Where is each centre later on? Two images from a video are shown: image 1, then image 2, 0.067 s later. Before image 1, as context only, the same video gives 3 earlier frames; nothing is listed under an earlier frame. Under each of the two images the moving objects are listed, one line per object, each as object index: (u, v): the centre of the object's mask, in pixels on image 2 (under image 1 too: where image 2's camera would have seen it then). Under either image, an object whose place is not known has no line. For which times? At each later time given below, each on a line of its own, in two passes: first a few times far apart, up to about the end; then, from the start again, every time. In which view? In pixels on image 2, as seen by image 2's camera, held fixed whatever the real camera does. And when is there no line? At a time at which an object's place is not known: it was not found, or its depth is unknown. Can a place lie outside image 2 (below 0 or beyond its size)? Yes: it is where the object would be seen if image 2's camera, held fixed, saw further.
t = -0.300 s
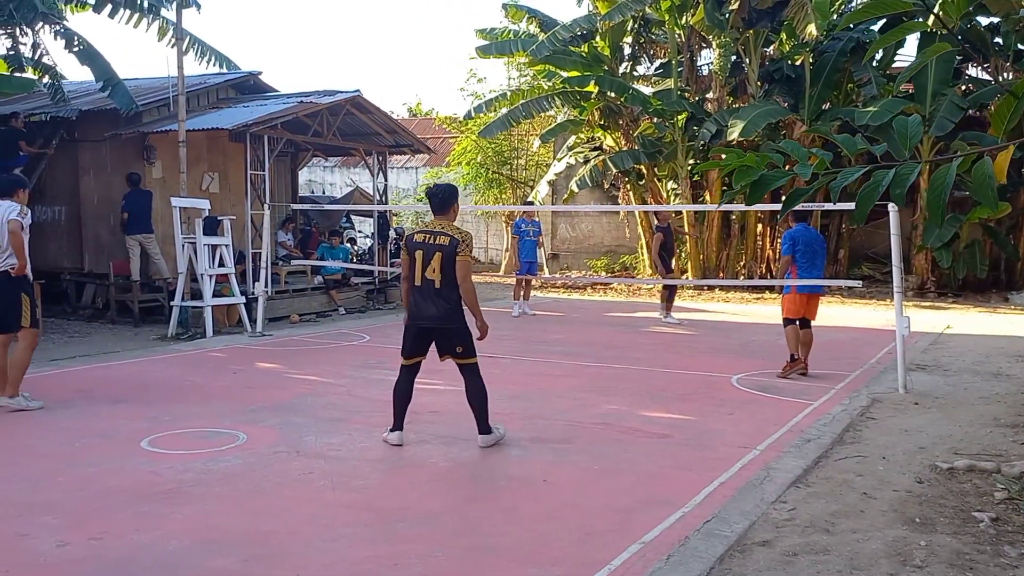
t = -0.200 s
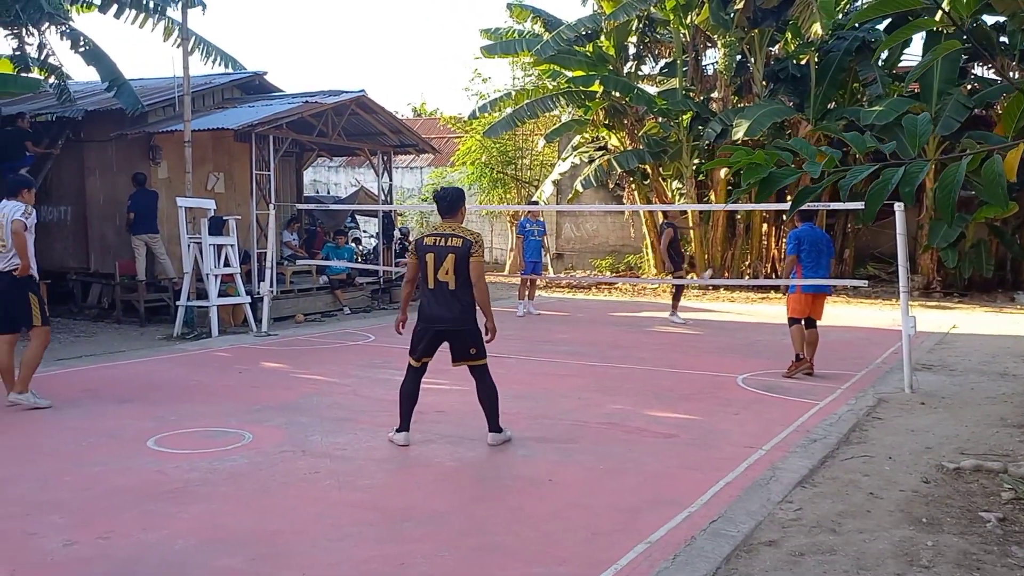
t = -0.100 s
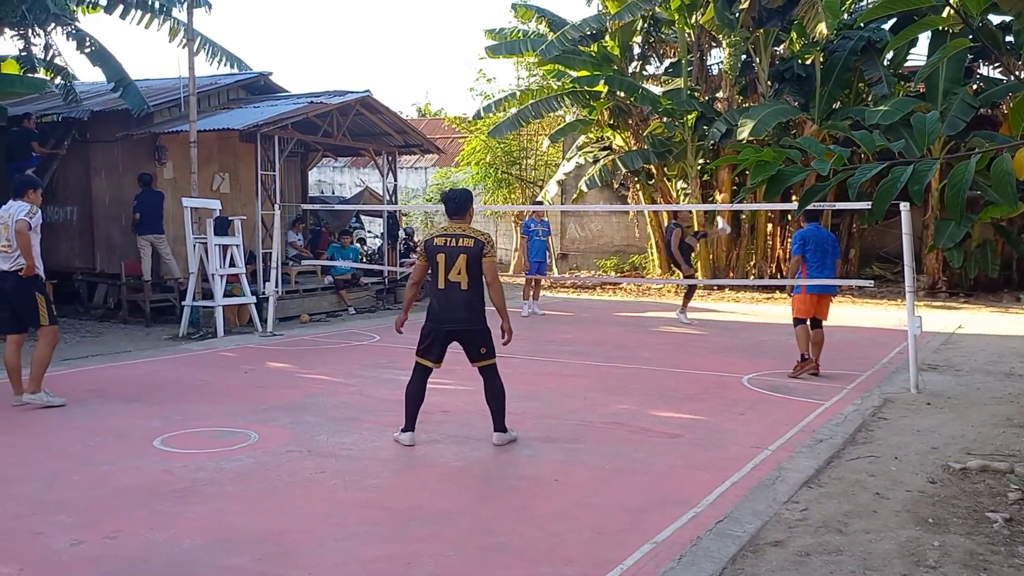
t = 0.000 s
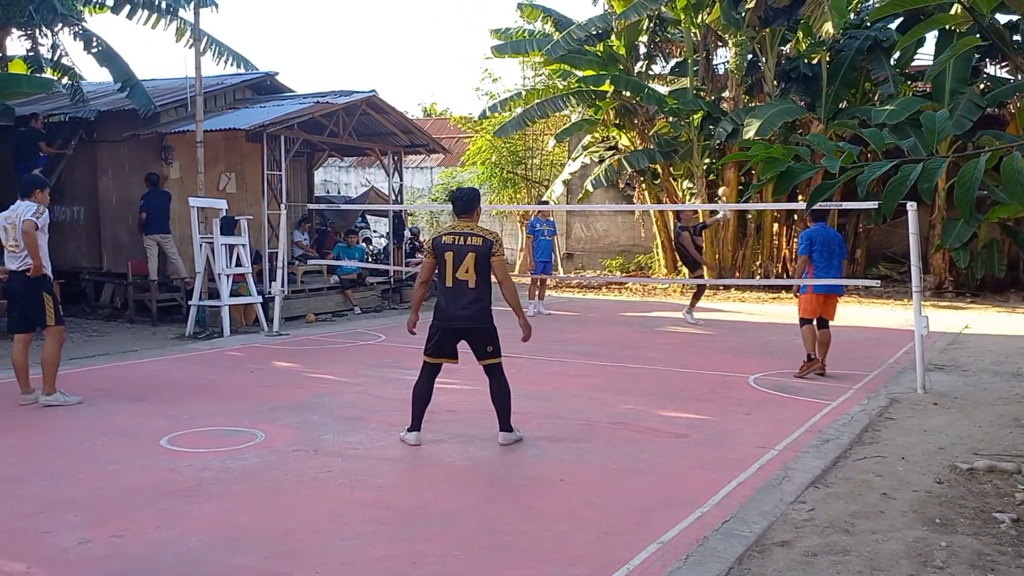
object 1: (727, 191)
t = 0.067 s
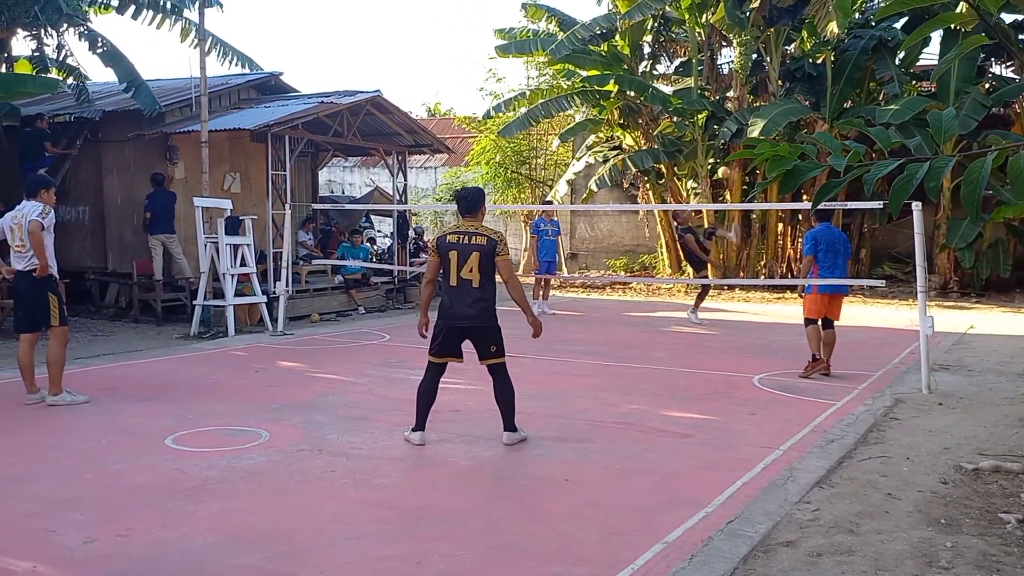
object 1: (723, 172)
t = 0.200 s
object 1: (714, 139)
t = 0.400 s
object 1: (692, 109)
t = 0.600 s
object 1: (660, 122)
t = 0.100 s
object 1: (721, 163)
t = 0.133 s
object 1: (719, 154)
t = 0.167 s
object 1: (717, 146)
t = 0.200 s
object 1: (714, 139)
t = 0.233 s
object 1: (711, 132)
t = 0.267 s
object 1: (707, 126)
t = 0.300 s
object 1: (704, 120)
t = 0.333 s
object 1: (702, 116)
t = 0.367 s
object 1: (696, 112)
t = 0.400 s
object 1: (692, 109)
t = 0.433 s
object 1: (689, 109)
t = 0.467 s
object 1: (683, 107)
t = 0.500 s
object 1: (678, 109)
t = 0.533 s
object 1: (672, 111)
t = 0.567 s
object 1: (666, 115)
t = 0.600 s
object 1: (660, 122)
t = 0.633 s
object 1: (652, 131)
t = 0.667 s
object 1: (645, 141)
